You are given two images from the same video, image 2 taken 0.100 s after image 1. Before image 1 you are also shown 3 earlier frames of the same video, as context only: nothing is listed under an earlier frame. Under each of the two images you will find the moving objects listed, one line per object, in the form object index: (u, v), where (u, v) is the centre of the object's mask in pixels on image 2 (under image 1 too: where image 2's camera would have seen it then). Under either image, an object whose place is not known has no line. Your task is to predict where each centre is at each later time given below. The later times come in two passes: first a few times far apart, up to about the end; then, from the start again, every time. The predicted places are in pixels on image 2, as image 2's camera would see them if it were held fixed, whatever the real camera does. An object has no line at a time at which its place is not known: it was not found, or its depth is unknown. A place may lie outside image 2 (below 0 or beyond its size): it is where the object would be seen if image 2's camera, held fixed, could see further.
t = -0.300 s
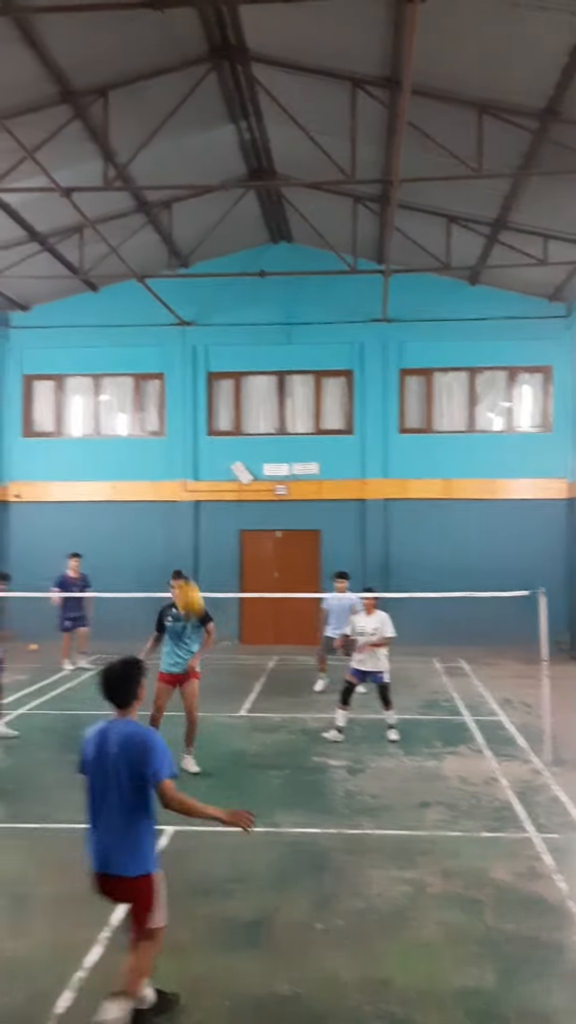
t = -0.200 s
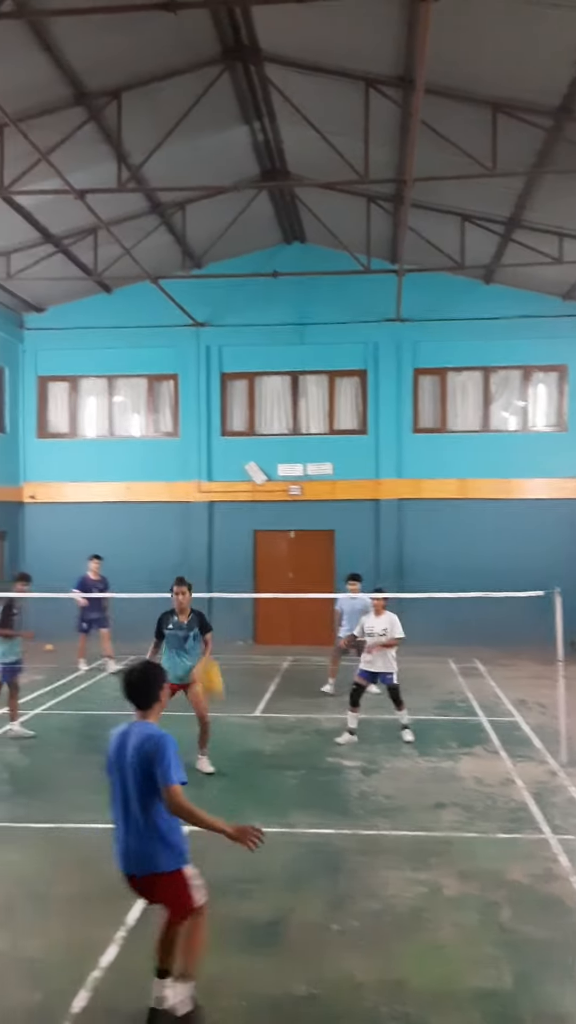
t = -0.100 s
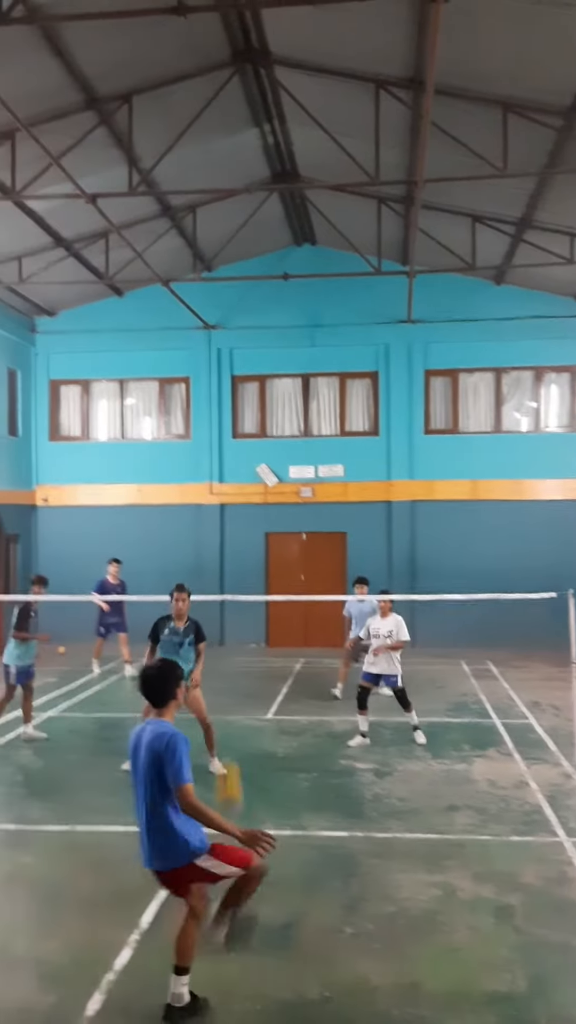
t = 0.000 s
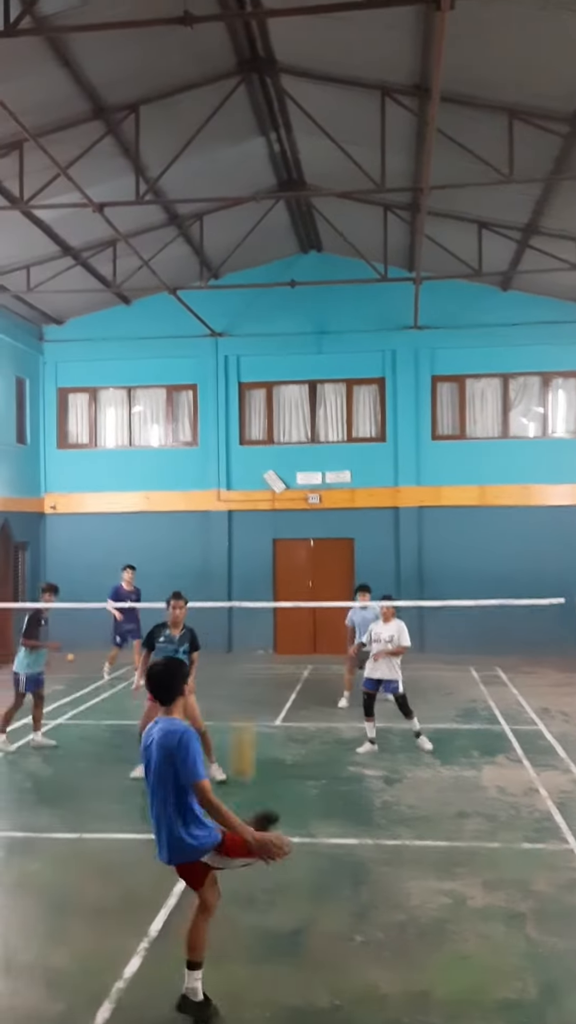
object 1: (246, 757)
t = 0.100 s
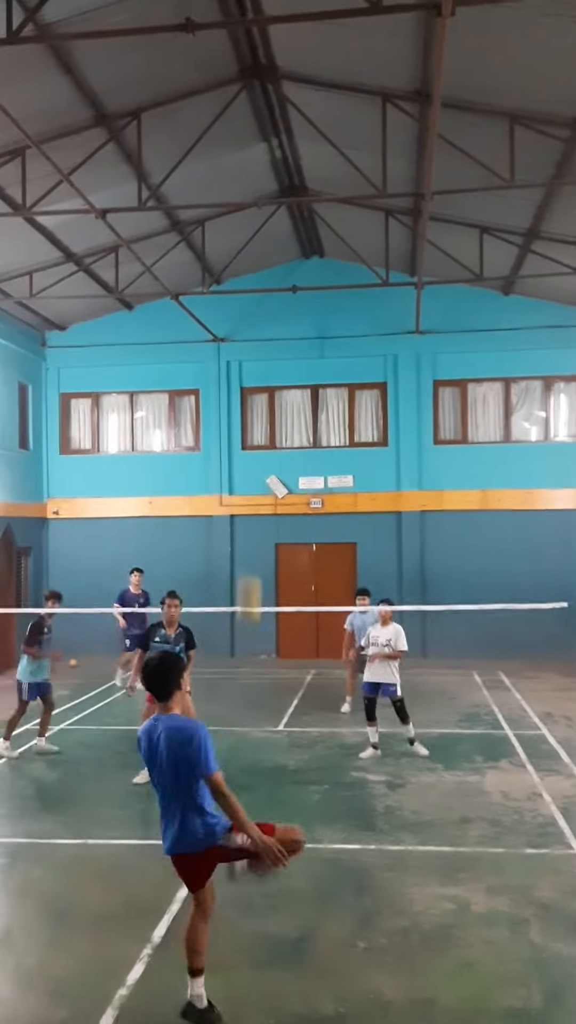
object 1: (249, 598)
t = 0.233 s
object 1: (253, 441)
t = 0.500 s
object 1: (262, 257)
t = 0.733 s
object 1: (269, 209)
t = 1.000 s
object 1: (277, 254)
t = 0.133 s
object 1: (250, 554)
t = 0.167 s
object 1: (251, 522)
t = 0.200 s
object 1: (253, 475)
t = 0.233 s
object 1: (253, 441)
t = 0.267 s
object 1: (255, 410)
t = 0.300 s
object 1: (256, 380)
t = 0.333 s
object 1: (257, 354)
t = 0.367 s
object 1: (258, 329)
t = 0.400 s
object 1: (259, 308)
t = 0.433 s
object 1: (260, 289)
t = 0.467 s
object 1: (261, 272)
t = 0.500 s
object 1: (262, 257)
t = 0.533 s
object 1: (263, 245)
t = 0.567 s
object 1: (264, 233)
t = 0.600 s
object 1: (265, 226)
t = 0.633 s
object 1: (266, 219)
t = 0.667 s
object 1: (267, 214)
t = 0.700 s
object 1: (268, 211)
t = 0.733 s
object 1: (269, 209)
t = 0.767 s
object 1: (270, 209)
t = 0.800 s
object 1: (271, 211)
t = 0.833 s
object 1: (272, 215)
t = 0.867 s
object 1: (273, 220)
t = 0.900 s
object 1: (274, 226)
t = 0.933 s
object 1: (275, 234)
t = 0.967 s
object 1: (276, 243)
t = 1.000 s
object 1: (277, 254)
